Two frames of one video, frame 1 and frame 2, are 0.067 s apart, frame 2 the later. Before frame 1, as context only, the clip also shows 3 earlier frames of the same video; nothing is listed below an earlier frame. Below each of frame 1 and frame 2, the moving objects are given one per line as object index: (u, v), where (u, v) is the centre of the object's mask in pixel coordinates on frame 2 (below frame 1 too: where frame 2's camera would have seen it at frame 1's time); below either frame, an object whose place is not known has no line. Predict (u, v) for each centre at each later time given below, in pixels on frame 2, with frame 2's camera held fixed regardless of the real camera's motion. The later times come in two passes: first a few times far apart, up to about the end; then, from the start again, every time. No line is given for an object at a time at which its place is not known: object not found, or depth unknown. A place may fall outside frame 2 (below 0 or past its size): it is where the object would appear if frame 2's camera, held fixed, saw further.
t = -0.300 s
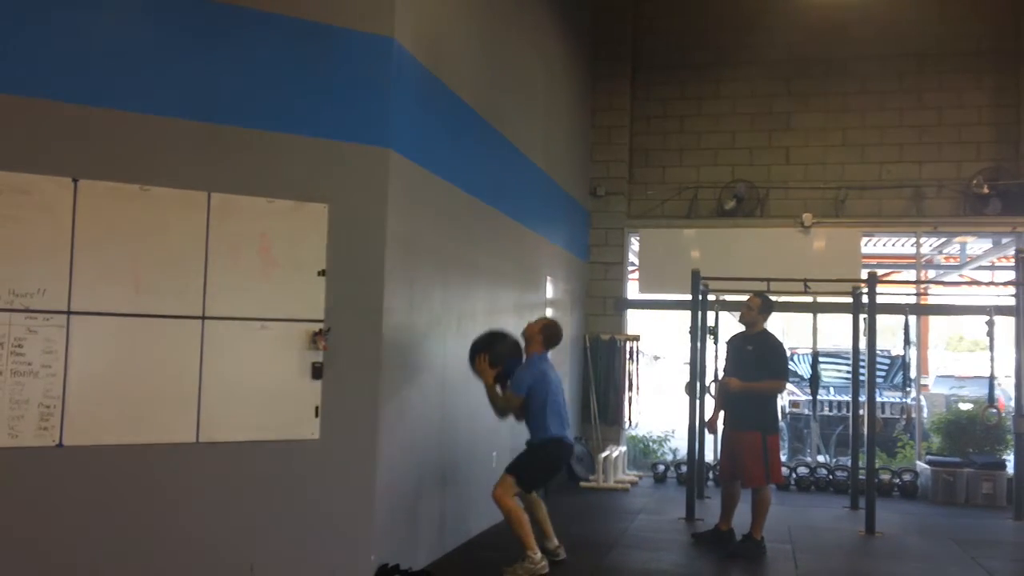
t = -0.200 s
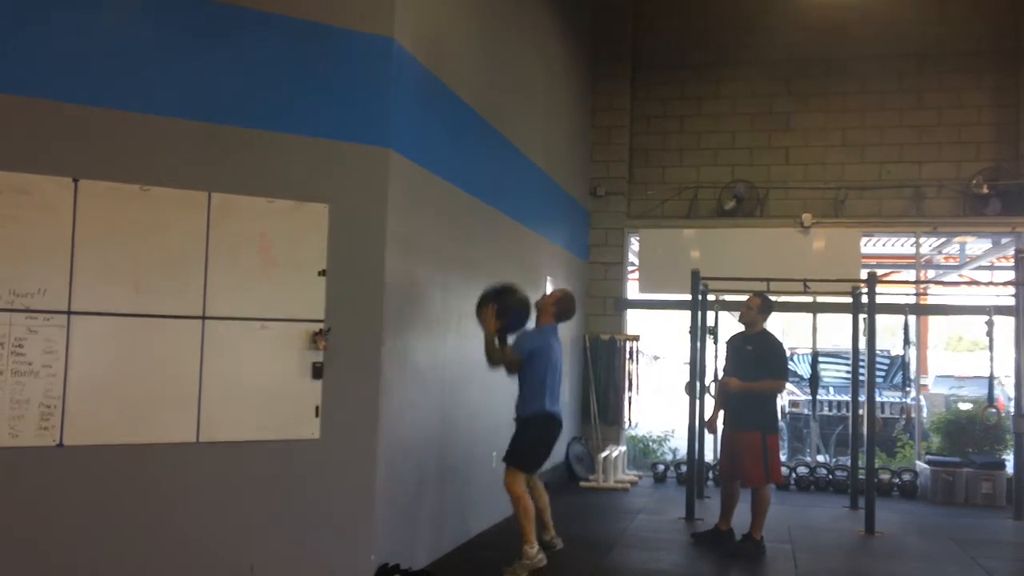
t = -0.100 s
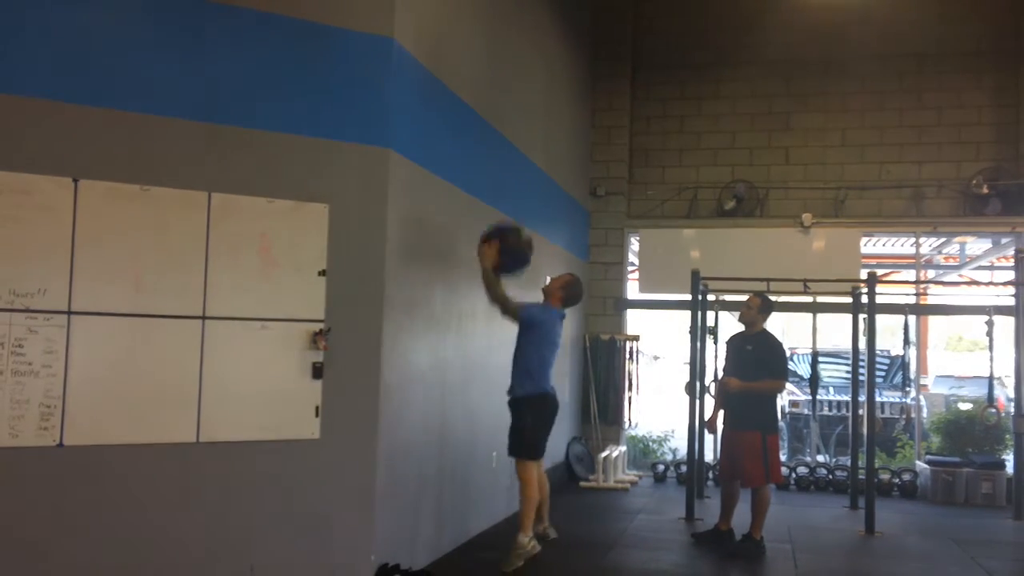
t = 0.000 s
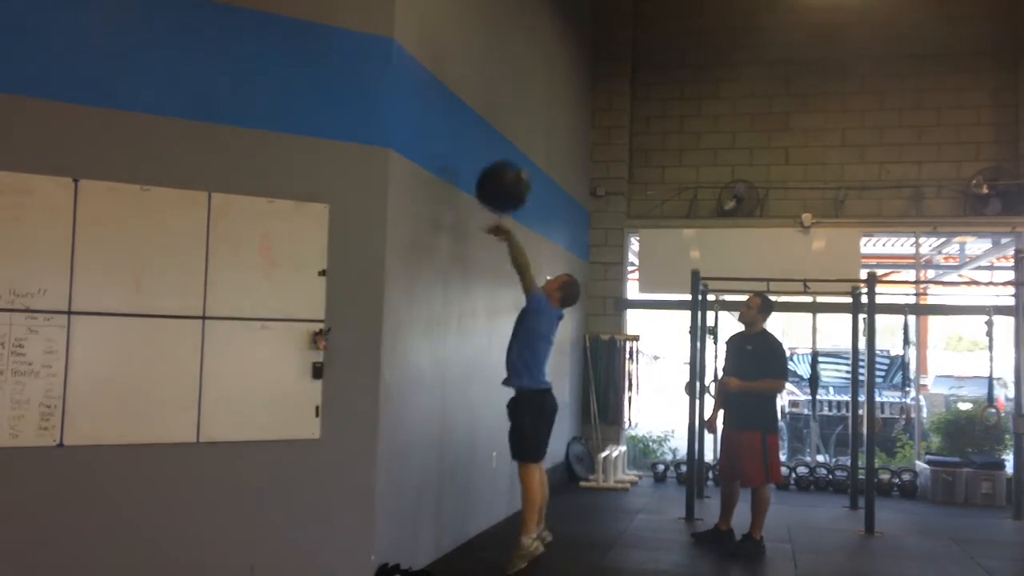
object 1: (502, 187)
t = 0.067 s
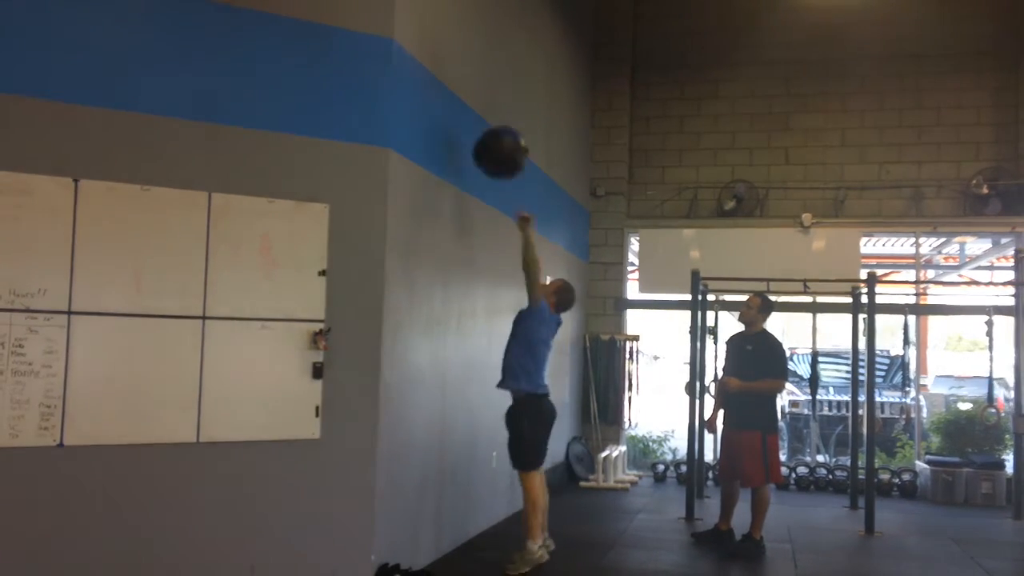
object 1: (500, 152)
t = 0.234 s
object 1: (494, 95)
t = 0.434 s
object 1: (482, 80)
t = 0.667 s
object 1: (481, 129)
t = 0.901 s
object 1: (486, 256)
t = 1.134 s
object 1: (489, 476)
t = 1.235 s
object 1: (493, 525)
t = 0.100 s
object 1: (499, 138)
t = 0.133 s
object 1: (498, 125)
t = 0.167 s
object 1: (496, 114)
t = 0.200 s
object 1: (495, 104)
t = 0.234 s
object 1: (494, 95)
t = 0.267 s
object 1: (492, 89)
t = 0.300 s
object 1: (490, 84)
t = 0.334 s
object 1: (488, 80)
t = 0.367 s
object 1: (487, 78)
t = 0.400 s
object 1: (485, 78)
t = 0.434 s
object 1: (482, 80)
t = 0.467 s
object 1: (480, 83)
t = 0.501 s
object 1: (478, 88)
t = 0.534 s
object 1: (477, 93)
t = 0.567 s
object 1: (478, 100)
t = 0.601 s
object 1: (478, 108)
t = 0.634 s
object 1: (480, 118)
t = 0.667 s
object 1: (481, 129)
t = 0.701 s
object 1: (482, 142)
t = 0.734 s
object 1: (483, 157)
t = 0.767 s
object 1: (483, 174)
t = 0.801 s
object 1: (484, 192)
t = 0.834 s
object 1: (484, 212)
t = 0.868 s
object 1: (485, 233)
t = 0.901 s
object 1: (486, 256)
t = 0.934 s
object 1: (487, 281)
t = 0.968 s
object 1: (487, 309)
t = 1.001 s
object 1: (488, 338)
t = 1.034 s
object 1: (488, 370)
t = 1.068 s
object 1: (489, 403)
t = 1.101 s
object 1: (489, 439)
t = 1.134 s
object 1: (489, 476)
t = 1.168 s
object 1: (489, 517)
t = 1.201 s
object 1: (491, 542)
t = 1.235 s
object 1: (493, 525)
